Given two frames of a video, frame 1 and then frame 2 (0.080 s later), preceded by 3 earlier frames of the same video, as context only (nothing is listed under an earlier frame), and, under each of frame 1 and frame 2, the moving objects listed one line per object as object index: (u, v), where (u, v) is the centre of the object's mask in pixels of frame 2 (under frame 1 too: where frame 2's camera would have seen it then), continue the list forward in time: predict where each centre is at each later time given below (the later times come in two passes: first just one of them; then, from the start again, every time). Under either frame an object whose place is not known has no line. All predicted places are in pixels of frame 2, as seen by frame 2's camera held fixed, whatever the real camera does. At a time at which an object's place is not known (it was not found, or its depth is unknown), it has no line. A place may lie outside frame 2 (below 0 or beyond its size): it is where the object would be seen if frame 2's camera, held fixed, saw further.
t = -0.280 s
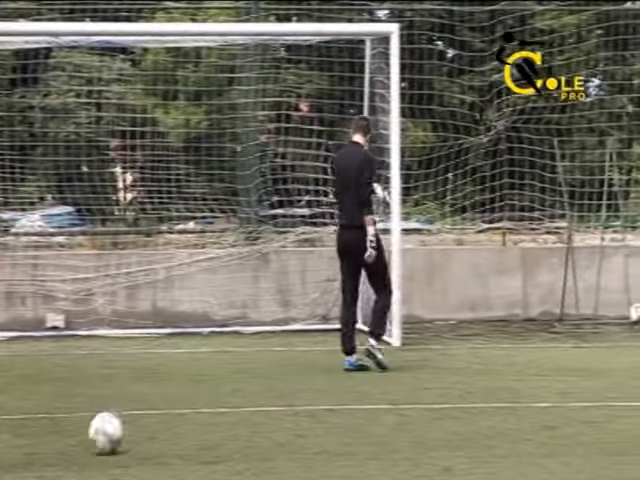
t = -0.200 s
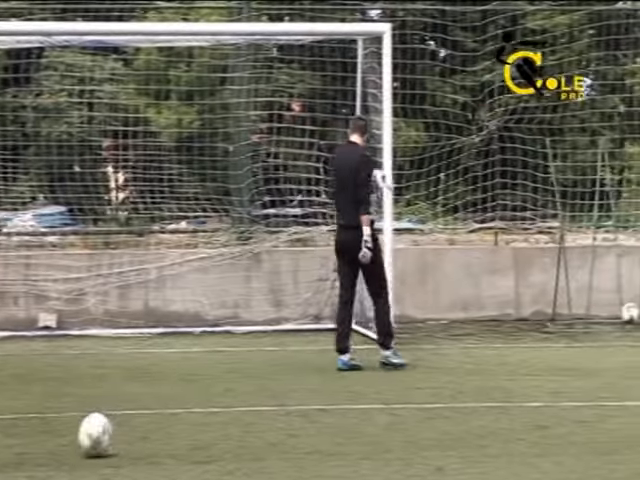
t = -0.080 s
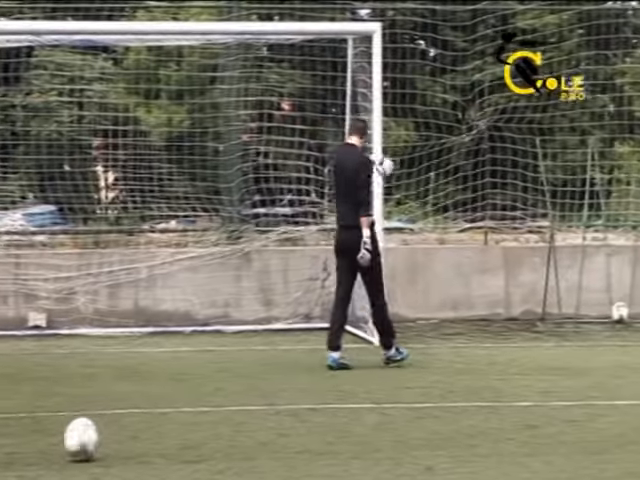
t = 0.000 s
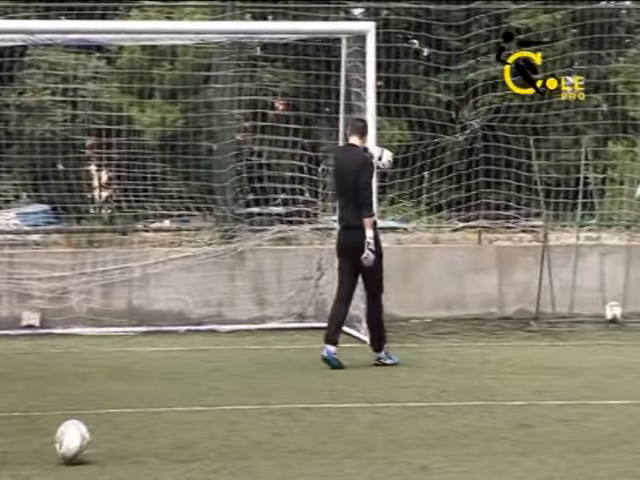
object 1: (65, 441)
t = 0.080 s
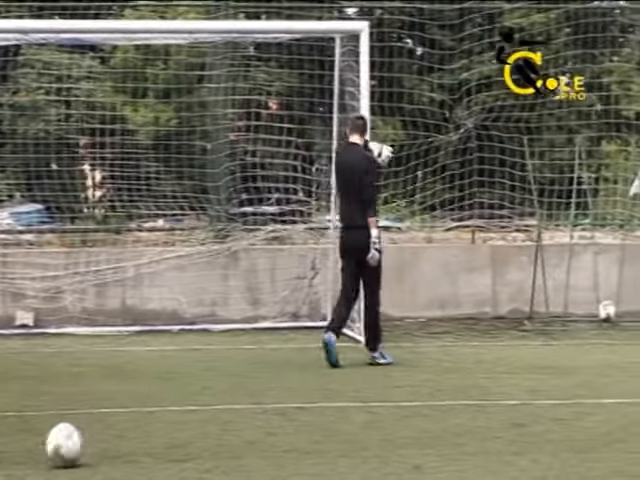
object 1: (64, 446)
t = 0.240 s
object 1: (57, 451)
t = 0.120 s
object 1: (62, 447)
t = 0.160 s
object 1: (59, 447)
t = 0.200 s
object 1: (59, 450)
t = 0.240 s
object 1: (57, 451)
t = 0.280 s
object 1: (56, 453)
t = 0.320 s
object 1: (52, 452)
